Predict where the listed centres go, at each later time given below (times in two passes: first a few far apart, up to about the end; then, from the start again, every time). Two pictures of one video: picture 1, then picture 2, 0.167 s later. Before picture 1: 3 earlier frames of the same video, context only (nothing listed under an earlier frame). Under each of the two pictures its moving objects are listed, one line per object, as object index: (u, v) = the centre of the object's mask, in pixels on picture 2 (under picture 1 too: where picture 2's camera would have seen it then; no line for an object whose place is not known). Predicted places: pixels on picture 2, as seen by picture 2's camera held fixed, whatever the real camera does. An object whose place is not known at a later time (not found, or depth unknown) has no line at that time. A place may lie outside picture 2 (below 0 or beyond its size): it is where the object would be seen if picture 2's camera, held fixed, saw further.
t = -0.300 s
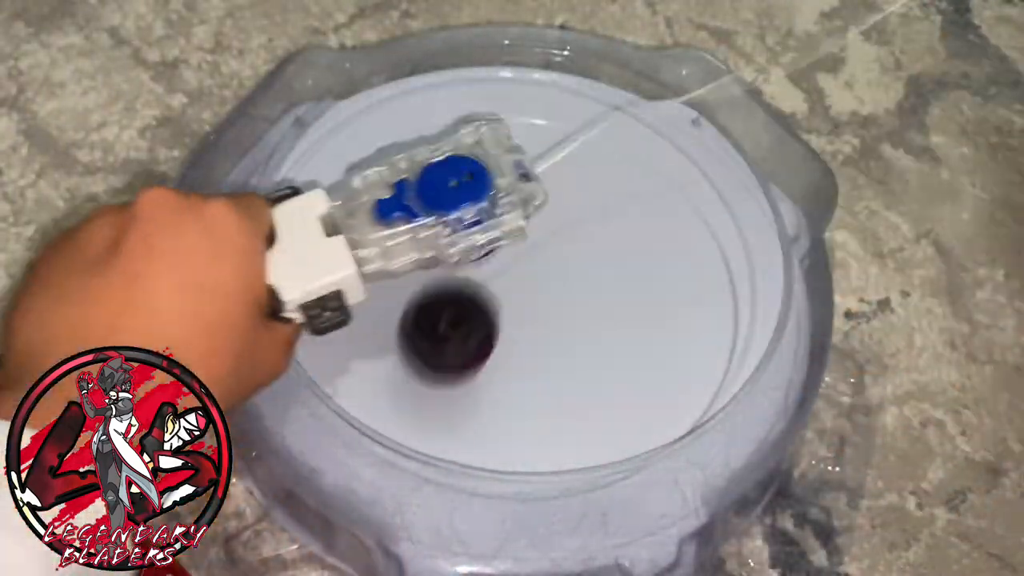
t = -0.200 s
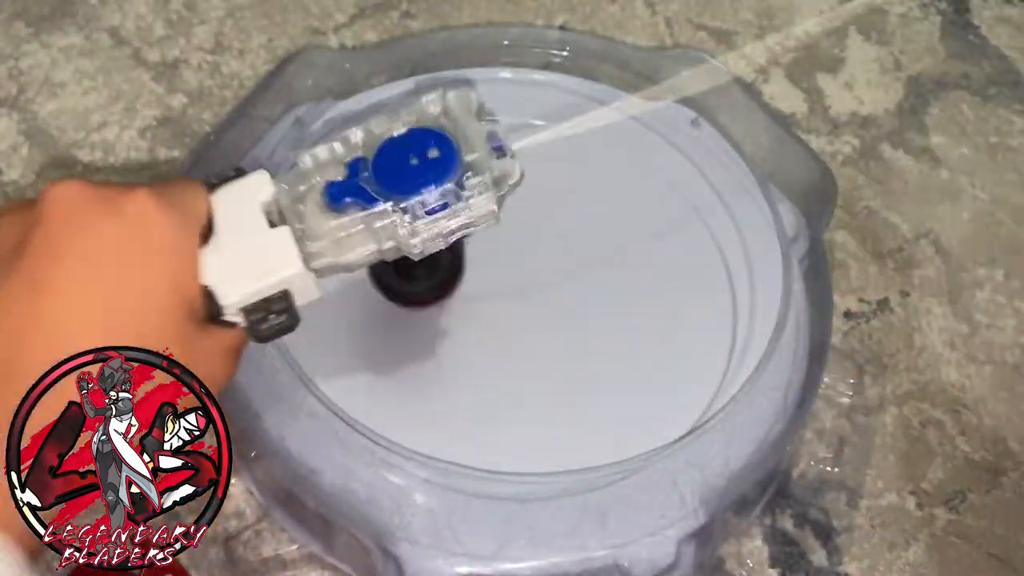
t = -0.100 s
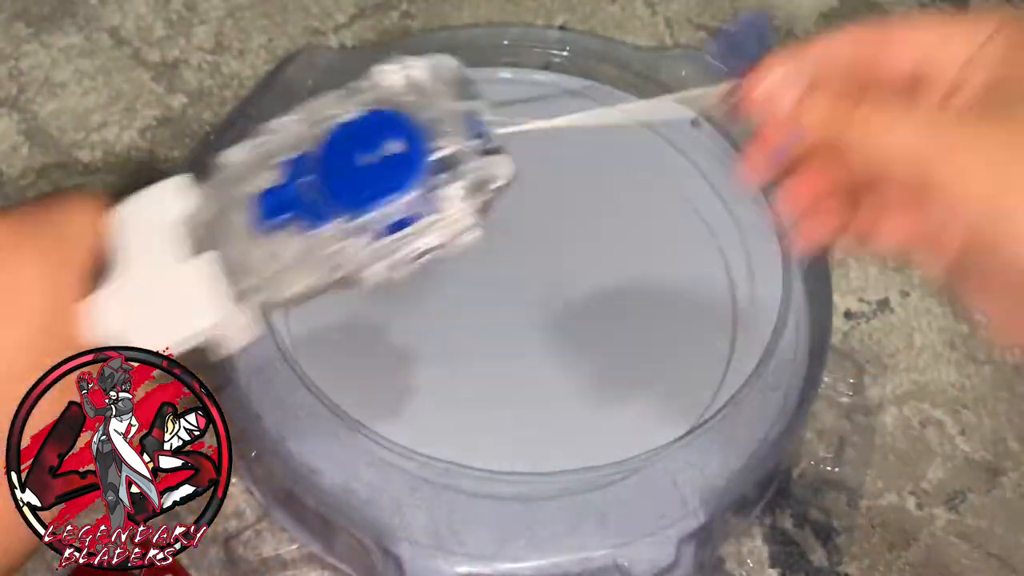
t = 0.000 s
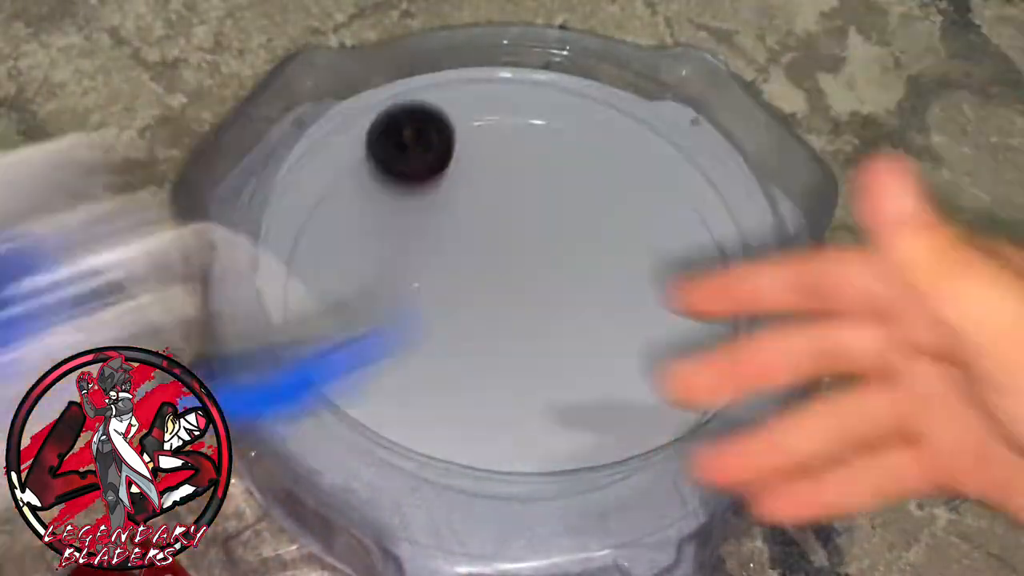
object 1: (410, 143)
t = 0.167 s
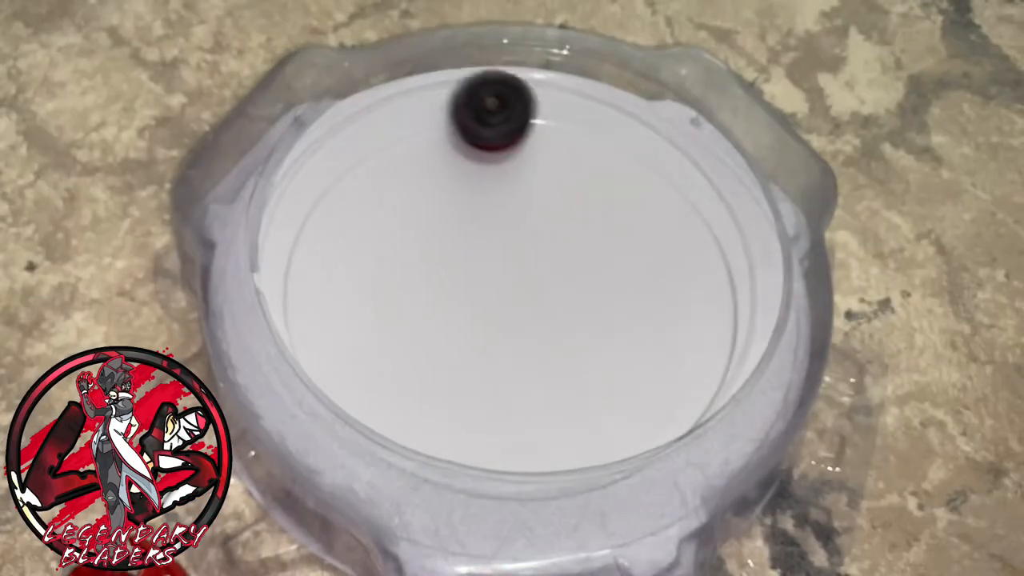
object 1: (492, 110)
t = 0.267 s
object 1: (554, 144)
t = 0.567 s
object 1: (571, 305)
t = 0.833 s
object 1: (339, 314)
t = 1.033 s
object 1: (333, 196)
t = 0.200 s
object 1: (513, 120)
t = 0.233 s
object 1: (534, 131)
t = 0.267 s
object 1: (554, 144)
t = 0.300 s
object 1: (572, 158)
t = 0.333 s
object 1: (587, 173)
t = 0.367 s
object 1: (598, 189)
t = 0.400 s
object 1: (605, 207)
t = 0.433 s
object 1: (609, 227)
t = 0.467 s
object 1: (607, 247)
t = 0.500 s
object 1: (600, 268)
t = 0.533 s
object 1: (588, 287)
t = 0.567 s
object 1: (571, 305)
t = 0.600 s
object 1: (549, 321)
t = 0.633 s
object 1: (523, 334)
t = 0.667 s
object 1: (494, 342)
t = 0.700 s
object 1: (463, 345)
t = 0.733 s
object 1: (430, 345)
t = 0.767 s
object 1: (398, 339)
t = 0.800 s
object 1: (367, 329)
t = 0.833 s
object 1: (339, 314)
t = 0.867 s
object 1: (316, 295)
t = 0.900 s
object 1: (299, 272)
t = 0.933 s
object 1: (297, 250)
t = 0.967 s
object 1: (307, 232)
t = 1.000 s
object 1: (319, 214)
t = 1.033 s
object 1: (333, 196)
